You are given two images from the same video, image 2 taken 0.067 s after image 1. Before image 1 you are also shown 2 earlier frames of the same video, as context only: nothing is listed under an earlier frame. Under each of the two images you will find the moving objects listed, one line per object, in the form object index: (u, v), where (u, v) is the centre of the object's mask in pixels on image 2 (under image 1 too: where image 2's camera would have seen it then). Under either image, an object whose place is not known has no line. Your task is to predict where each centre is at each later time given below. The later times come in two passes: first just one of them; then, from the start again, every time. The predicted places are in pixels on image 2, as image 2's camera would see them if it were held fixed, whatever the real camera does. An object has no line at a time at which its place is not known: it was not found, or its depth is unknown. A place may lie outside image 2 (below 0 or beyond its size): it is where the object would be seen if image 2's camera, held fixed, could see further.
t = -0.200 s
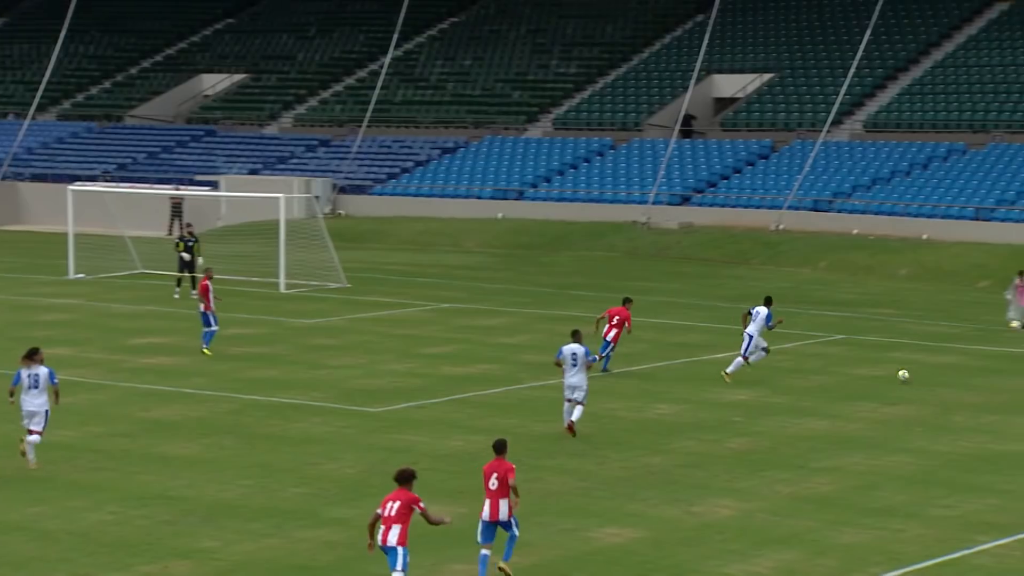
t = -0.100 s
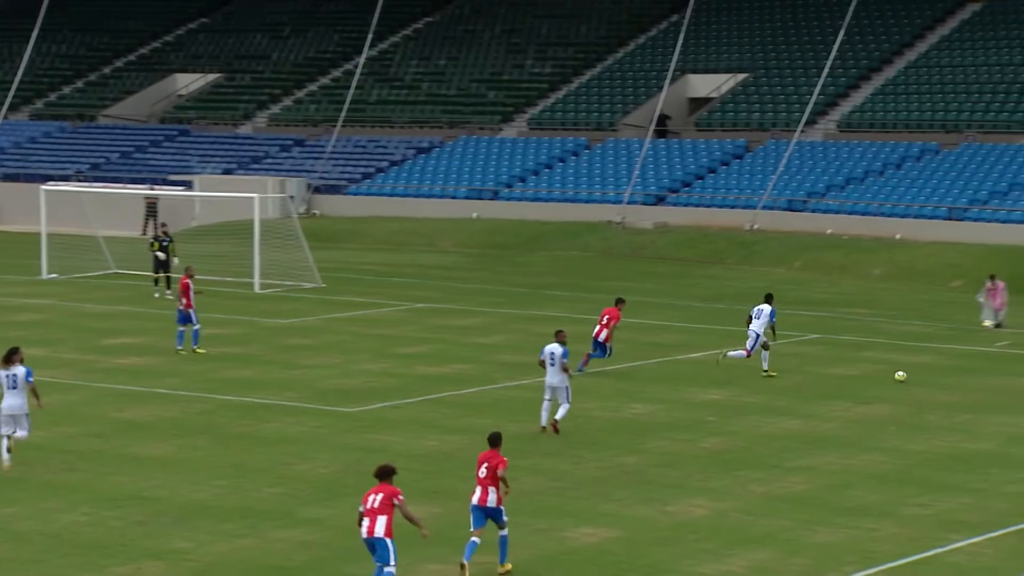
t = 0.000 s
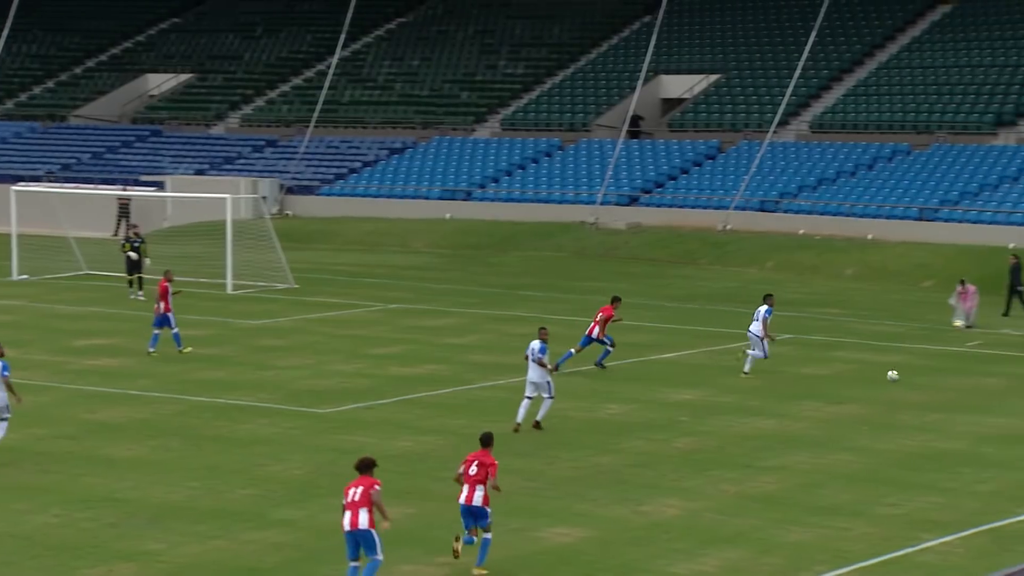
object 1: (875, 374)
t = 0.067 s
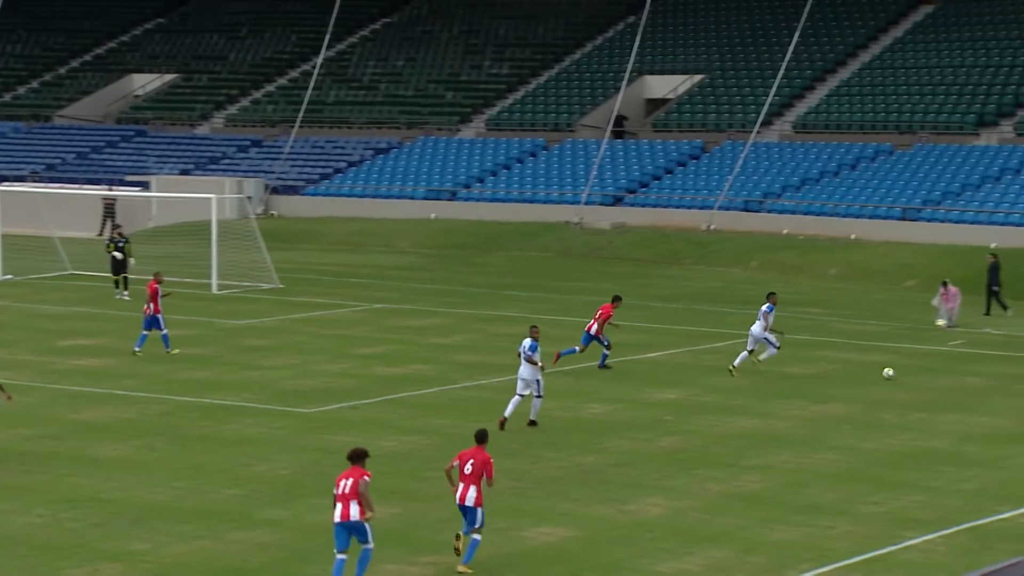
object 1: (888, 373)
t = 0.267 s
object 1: (926, 373)
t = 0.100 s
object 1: (894, 373)
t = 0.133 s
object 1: (901, 374)
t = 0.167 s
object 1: (907, 373)
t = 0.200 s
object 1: (913, 373)
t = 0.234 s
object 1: (920, 373)
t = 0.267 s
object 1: (926, 373)
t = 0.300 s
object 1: (932, 373)
